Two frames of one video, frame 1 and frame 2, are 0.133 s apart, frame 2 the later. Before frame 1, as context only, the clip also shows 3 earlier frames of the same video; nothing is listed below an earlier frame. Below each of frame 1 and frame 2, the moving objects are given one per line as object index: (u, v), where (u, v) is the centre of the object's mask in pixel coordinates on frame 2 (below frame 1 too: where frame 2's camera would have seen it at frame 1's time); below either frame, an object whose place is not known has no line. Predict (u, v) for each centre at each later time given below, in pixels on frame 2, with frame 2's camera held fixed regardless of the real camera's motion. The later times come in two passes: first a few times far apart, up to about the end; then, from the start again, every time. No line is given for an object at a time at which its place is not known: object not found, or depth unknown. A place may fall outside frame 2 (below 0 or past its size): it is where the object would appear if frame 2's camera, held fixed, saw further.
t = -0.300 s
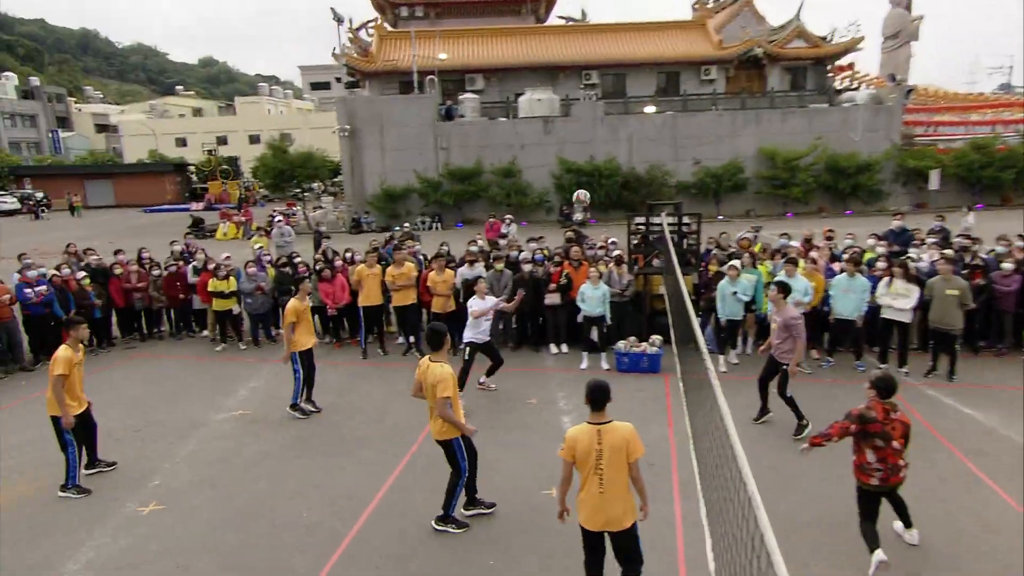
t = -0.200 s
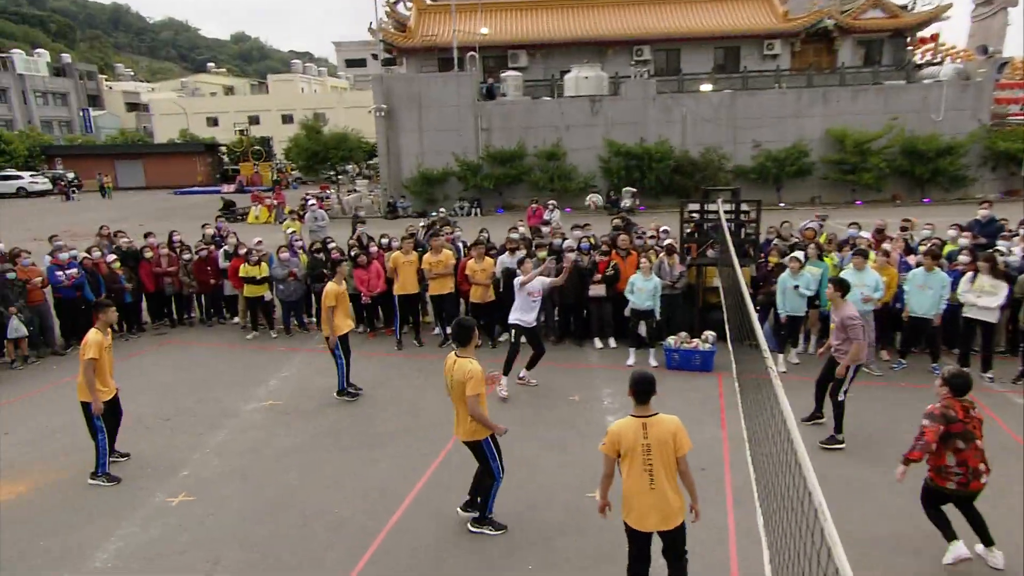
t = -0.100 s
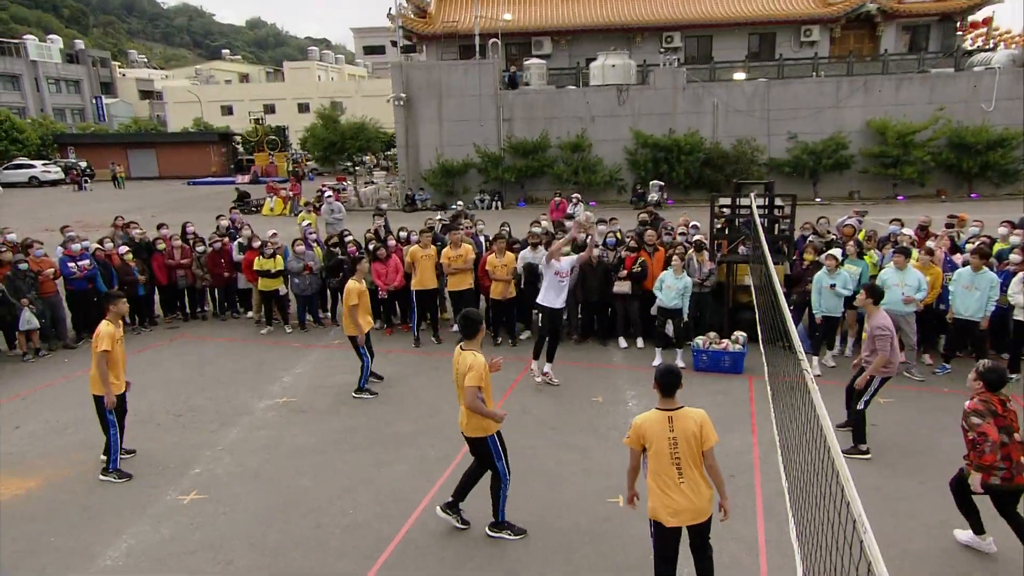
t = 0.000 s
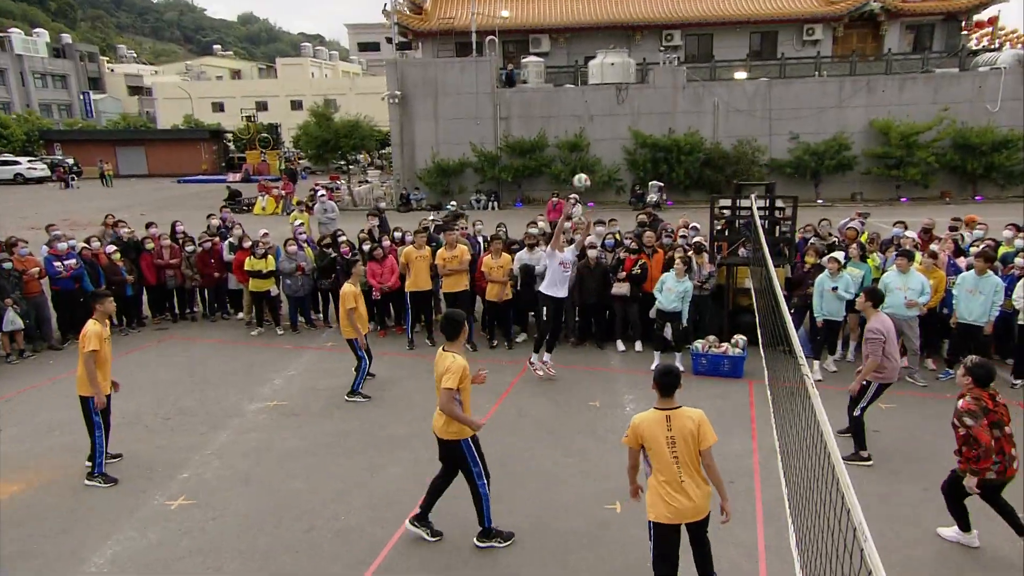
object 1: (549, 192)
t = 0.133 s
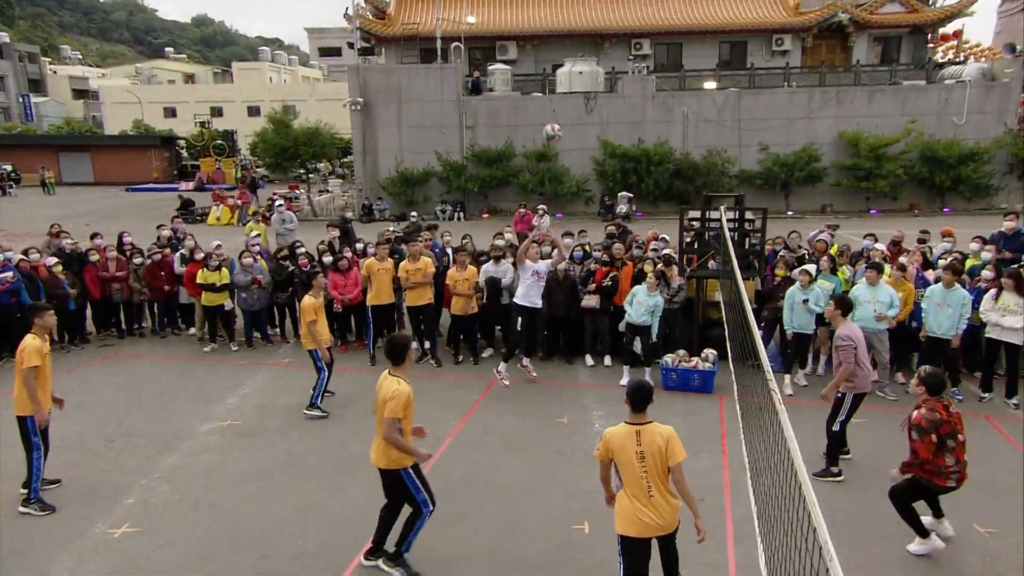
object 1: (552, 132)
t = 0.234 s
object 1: (551, 92)
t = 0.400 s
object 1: (550, 43)
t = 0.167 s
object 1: (552, 118)
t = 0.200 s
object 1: (552, 105)
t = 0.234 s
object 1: (551, 92)
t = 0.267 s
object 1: (551, 80)
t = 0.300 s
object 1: (551, 68)
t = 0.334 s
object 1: (550, 59)
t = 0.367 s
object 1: (550, 51)
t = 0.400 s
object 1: (550, 43)
